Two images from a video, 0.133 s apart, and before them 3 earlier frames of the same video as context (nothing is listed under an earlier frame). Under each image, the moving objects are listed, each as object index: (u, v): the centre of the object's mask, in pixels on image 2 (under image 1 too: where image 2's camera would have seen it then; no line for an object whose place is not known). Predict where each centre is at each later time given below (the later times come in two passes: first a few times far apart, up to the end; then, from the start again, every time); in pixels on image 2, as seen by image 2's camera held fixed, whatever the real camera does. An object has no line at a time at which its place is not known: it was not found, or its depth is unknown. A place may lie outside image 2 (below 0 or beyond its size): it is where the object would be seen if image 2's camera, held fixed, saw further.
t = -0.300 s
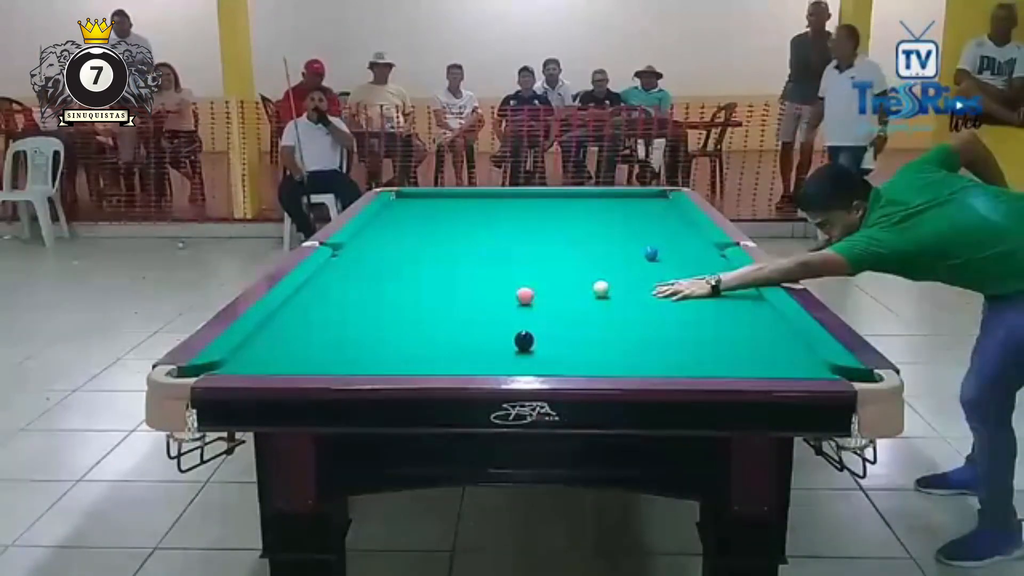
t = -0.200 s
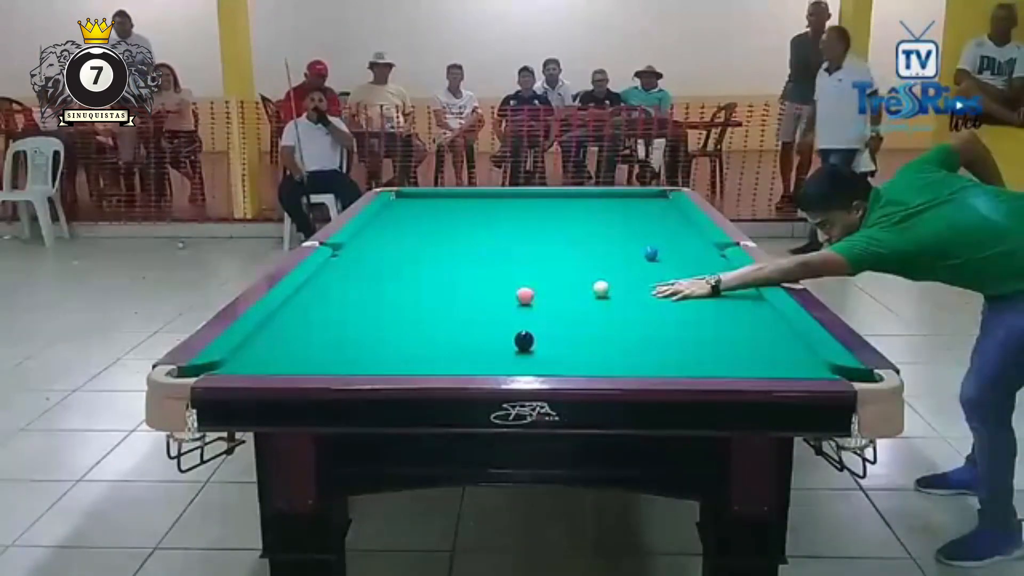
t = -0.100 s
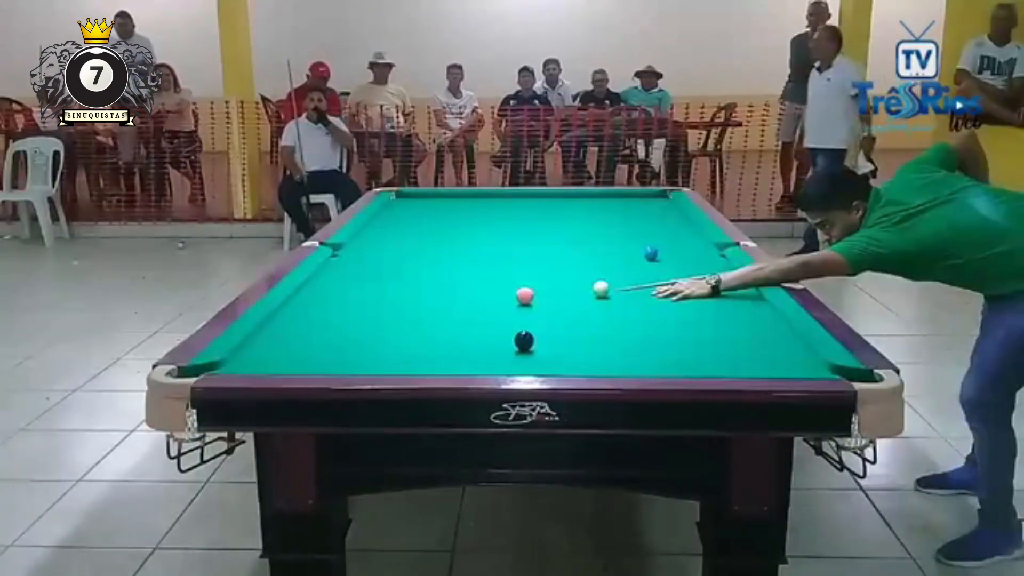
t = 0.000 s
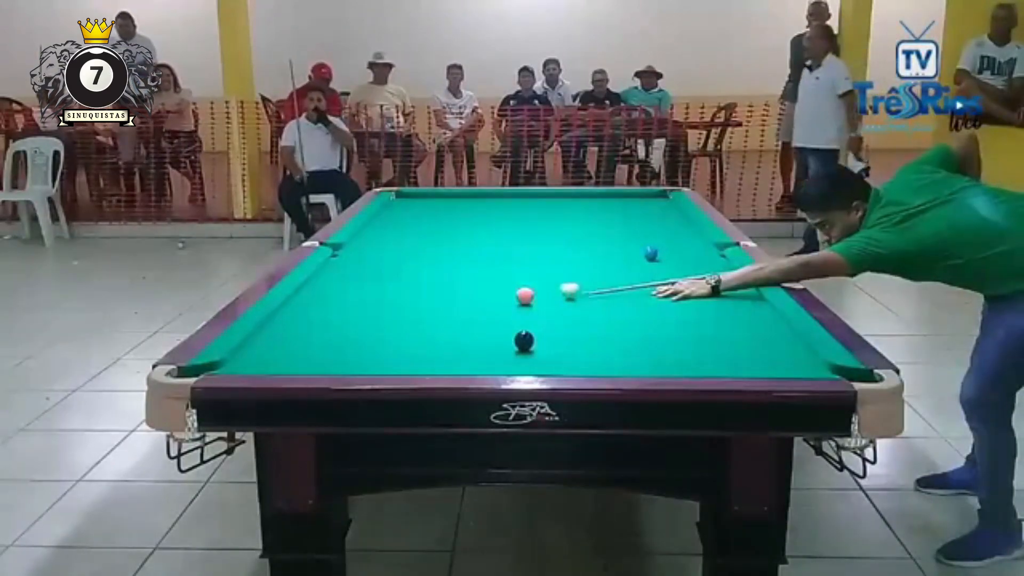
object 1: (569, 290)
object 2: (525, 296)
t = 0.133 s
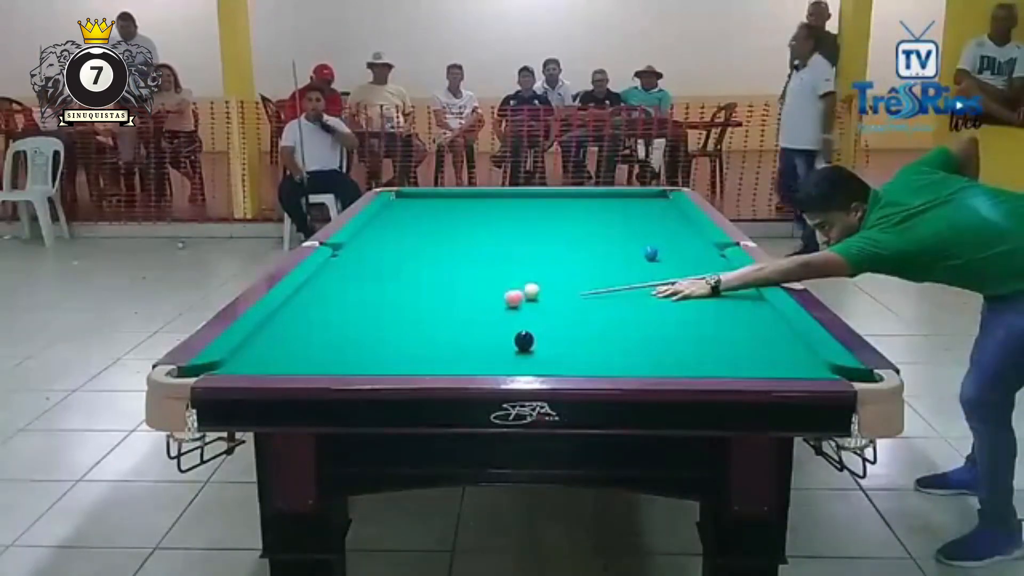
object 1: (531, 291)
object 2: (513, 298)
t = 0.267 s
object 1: (522, 288)
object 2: (487, 305)
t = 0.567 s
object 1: (508, 282)
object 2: (431, 318)
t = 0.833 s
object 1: (496, 278)
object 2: (377, 332)
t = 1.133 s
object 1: (486, 274)
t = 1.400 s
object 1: (478, 271)
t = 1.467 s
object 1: (476, 270)
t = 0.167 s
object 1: (528, 290)
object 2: (507, 300)
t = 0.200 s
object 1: (526, 290)
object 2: (500, 301)
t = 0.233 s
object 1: (524, 289)
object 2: (494, 303)
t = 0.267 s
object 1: (522, 288)
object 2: (487, 305)
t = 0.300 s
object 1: (521, 288)
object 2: (481, 306)
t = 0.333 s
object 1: (519, 287)
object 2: (475, 308)
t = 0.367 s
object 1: (517, 286)
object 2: (469, 309)
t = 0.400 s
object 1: (516, 286)
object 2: (462, 311)
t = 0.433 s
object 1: (514, 285)
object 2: (456, 312)
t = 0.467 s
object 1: (512, 284)
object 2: (450, 314)
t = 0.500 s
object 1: (511, 283)
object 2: (443, 316)
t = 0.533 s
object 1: (509, 283)
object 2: (437, 317)
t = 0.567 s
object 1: (508, 282)
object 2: (431, 318)
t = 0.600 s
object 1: (506, 282)
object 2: (424, 321)
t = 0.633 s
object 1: (505, 281)
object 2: (417, 322)
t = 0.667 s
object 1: (503, 280)
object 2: (410, 323)
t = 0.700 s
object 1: (502, 280)
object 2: (404, 326)
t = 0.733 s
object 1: (500, 279)
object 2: (397, 327)
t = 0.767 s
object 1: (499, 279)
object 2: (390, 329)
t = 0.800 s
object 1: (498, 278)
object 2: (383, 331)
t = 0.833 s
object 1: (496, 278)
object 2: (377, 332)
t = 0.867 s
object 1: (495, 277)
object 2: (370, 334)
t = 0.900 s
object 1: (494, 277)
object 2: (363, 336)
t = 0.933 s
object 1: (493, 277)
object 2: (356, 338)
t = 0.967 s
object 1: (492, 276)
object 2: (349, 339)
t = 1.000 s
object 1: (490, 275)
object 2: (342, 341)
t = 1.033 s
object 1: (489, 275)
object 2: (335, 343)
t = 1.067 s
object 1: (488, 275)
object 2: (328, 345)
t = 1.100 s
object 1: (487, 274)
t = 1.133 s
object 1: (486, 274)
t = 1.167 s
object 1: (485, 273)
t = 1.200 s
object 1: (484, 273)
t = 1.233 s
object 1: (483, 273)
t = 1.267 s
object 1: (482, 272)
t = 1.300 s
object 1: (481, 272)
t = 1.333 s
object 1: (480, 272)
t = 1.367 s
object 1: (479, 271)
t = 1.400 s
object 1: (478, 271)
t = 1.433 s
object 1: (477, 271)
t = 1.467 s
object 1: (476, 270)
